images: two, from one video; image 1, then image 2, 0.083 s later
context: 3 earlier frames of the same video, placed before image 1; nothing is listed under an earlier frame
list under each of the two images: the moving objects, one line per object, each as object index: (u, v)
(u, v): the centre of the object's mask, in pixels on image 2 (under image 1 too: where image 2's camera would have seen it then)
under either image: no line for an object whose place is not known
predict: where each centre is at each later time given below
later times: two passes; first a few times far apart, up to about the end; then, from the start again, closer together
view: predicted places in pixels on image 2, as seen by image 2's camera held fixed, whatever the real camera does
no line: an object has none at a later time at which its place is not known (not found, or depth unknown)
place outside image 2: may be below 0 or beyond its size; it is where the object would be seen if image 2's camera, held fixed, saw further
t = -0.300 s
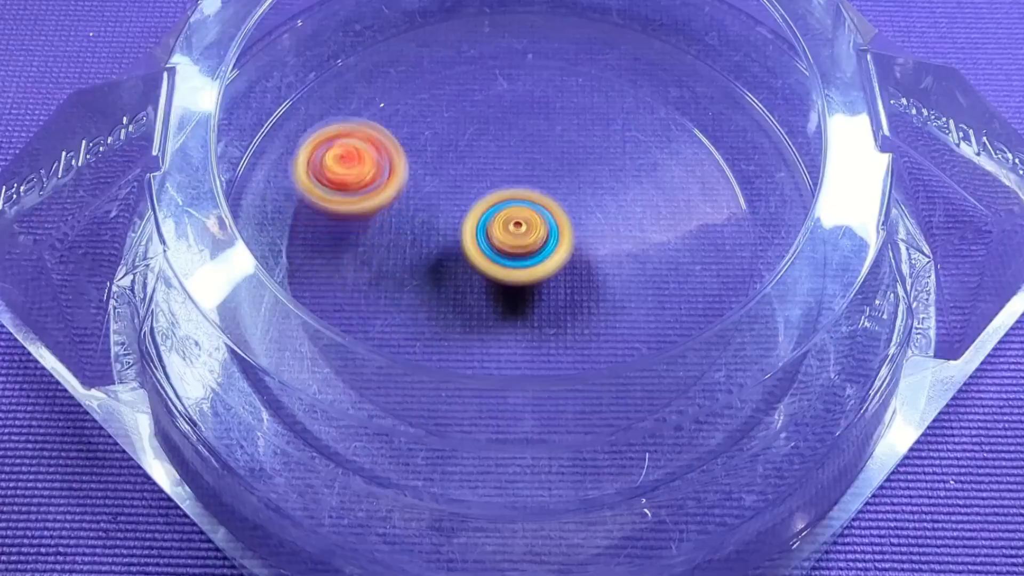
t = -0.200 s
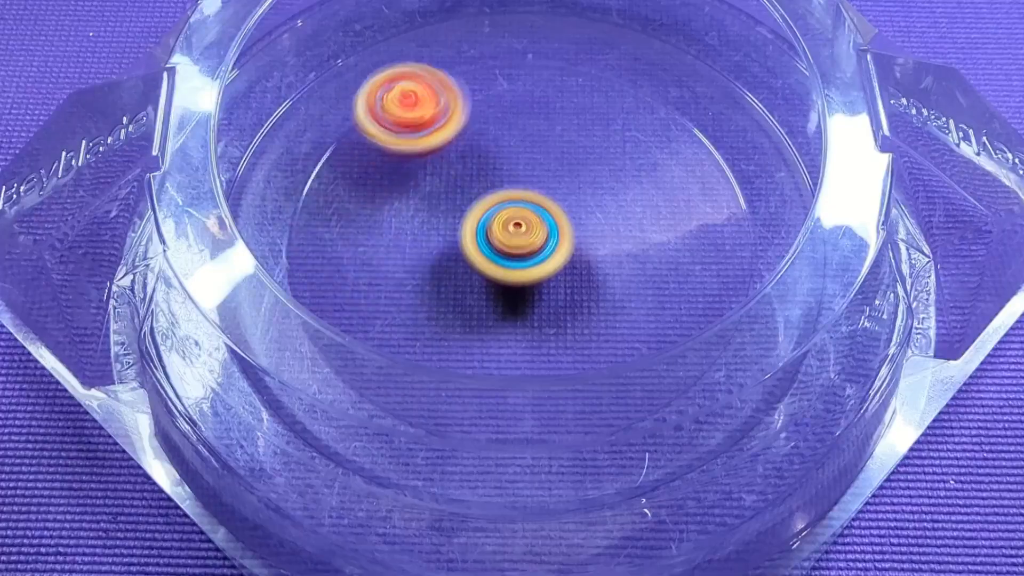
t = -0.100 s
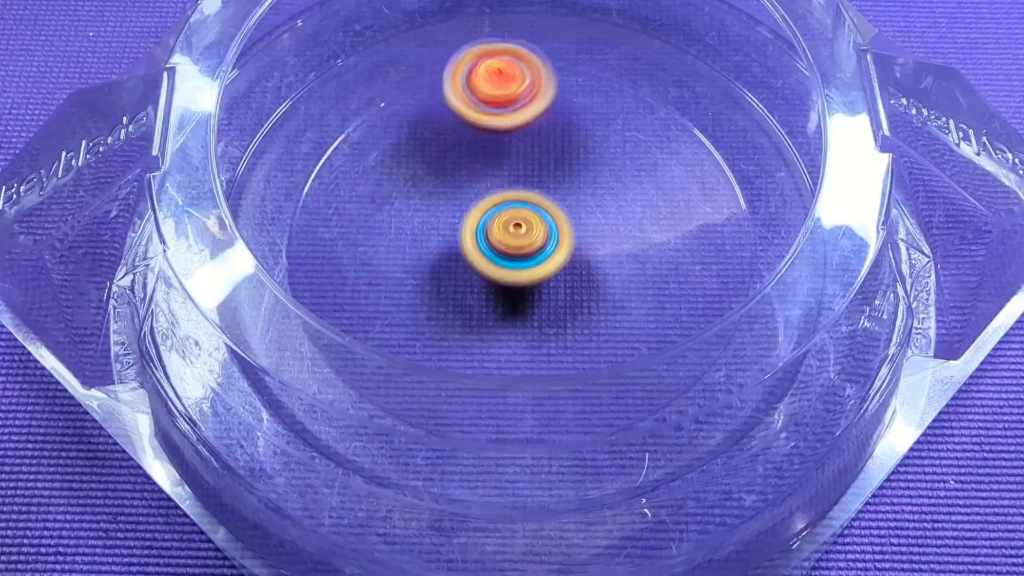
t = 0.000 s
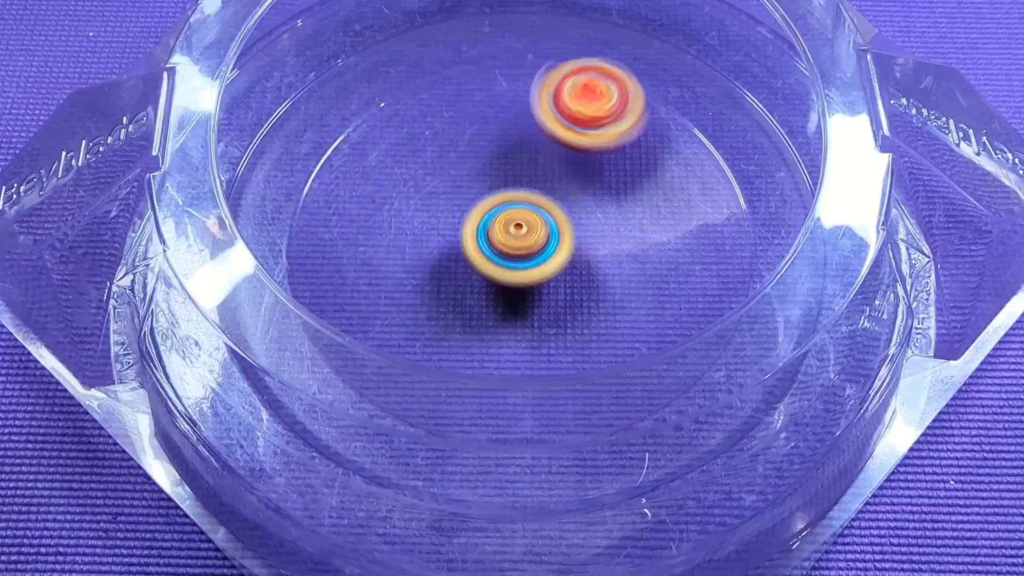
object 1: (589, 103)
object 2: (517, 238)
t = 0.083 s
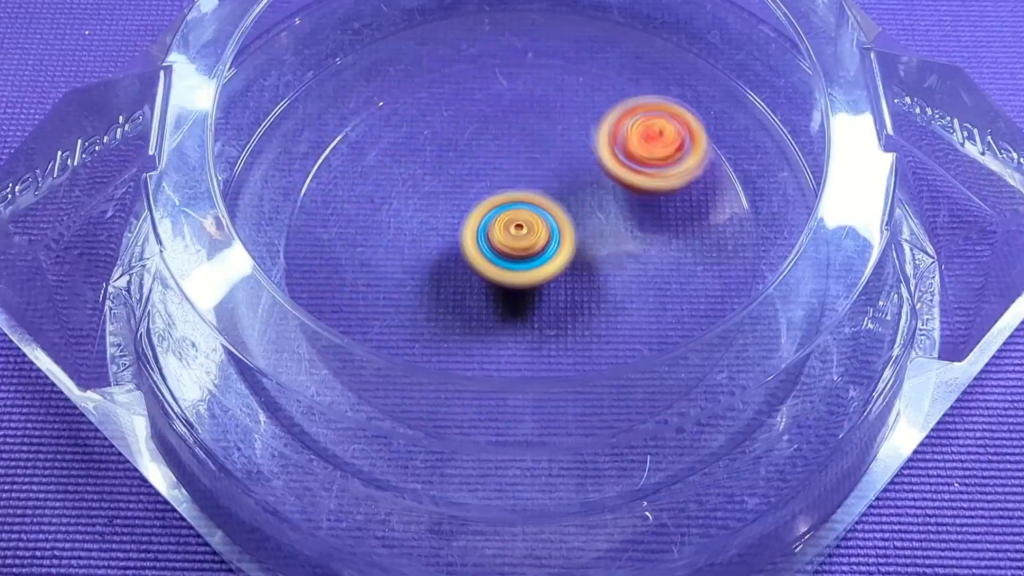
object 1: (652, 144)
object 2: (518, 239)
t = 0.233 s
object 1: (693, 260)
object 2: (519, 239)
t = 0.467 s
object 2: (520, 240)
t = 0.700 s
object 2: (523, 240)
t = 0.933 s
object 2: (526, 240)
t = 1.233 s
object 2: (526, 239)
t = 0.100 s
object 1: (661, 156)
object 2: (518, 239)
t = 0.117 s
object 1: (669, 167)
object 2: (518, 239)
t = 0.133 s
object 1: (677, 180)
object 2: (518, 239)
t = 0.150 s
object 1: (683, 192)
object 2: (518, 239)
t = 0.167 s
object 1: (689, 206)
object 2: (518, 239)
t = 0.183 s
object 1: (692, 218)
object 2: (518, 239)
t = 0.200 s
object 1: (694, 233)
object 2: (518, 239)
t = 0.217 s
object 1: (693, 246)
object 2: (519, 239)
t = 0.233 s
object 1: (693, 260)
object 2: (519, 239)
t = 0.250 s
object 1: (688, 274)
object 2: (519, 239)
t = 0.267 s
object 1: (683, 287)
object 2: (518, 239)
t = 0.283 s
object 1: (674, 298)
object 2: (519, 239)
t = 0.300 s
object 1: (668, 311)
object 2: (519, 240)
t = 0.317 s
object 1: (658, 324)
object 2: (519, 239)
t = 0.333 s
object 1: (649, 335)
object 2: (519, 240)
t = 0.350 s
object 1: (636, 347)
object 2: (519, 239)
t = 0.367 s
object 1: (625, 355)
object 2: (520, 240)
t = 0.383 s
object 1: (609, 364)
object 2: (520, 240)
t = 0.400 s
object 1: (594, 370)
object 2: (520, 240)
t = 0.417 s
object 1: (577, 376)
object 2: (520, 240)
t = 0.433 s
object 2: (520, 240)
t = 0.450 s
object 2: (520, 240)
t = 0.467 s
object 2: (520, 240)
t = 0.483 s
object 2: (520, 240)
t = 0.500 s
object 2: (521, 240)
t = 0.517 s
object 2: (521, 240)
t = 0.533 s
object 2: (521, 240)
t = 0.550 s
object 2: (521, 240)
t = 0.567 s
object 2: (522, 240)
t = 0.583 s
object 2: (522, 240)
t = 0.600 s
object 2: (522, 240)
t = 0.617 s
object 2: (522, 240)
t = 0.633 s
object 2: (522, 240)
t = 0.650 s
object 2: (523, 240)
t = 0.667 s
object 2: (523, 240)
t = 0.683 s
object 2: (523, 240)
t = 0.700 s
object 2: (523, 240)
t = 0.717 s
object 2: (524, 240)
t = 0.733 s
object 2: (524, 240)
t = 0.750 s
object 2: (524, 240)
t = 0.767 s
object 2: (524, 240)
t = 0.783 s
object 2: (525, 240)
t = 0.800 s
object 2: (525, 240)
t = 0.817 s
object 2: (525, 240)
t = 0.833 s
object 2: (525, 240)
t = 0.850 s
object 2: (525, 240)
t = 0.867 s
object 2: (525, 240)
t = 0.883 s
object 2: (525, 240)
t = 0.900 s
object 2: (525, 240)
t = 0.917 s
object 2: (526, 240)
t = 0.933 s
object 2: (526, 240)
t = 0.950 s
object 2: (526, 240)
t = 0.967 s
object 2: (526, 240)
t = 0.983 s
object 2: (527, 240)
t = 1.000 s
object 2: (526, 240)
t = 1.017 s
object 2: (527, 240)
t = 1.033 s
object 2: (526, 239)
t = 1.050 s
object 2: (527, 239)
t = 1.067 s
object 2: (526, 239)
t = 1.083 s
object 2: (527, 239)
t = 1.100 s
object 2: (526, 239)
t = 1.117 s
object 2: (527, 239)
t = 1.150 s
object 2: (526, 239)
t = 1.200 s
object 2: (527, 239)
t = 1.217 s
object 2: (526, 239)
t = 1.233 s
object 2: (526, 239)
